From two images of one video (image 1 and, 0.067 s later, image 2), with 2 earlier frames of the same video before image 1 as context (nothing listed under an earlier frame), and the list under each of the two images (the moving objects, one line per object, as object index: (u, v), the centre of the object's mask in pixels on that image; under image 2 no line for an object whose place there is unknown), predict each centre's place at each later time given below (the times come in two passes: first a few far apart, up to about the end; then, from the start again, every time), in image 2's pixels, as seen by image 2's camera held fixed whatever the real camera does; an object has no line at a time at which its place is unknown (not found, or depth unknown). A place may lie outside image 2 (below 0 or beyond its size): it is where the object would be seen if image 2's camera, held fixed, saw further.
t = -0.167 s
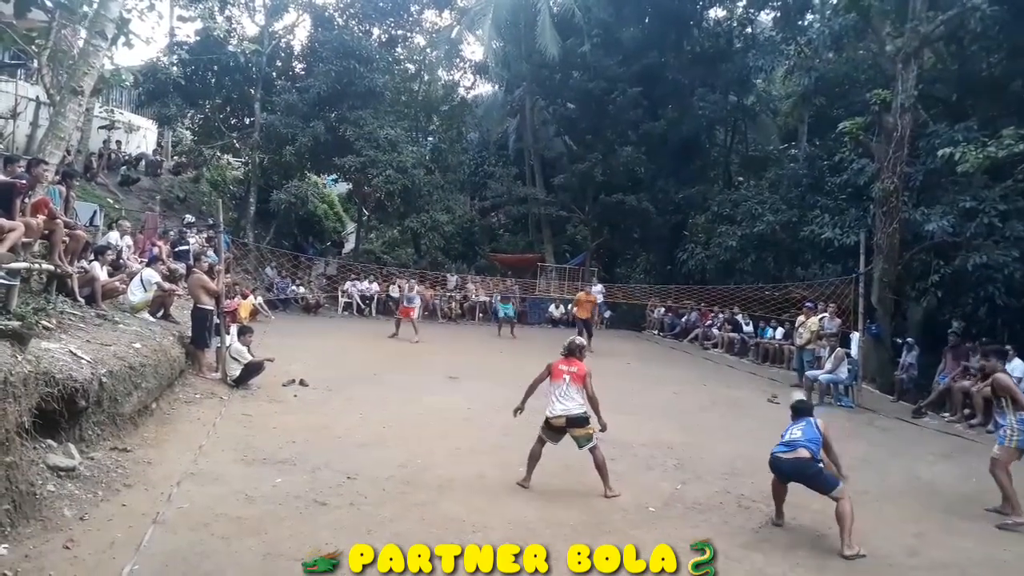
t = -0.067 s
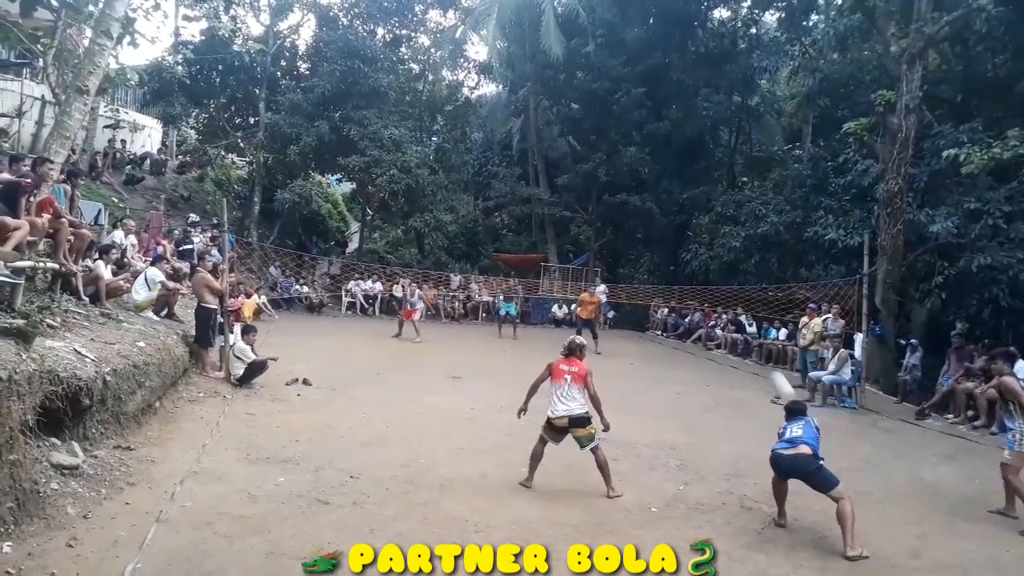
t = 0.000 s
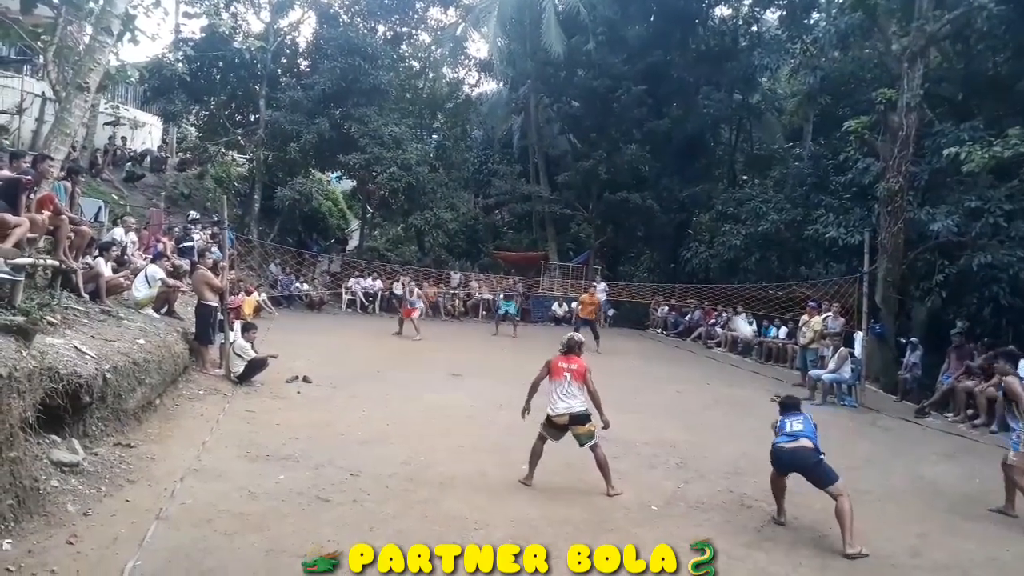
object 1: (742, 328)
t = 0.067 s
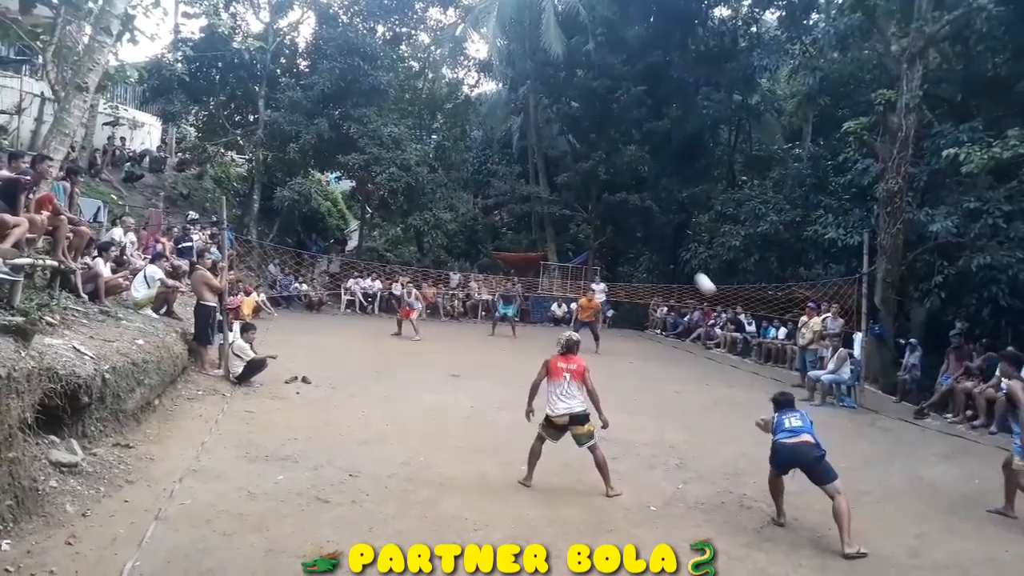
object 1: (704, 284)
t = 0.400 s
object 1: (580, 168)
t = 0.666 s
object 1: (519, 155)
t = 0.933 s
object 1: (475, 182)
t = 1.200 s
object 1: (443, 234)
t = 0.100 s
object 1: (688, 265)
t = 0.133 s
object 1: (672, 248)
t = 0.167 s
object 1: (659, 233)
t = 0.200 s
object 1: (645, 219)
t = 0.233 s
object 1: (632, 207)
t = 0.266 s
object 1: (621, 197)
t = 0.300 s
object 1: (610, 188)
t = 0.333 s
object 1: (599, 180)
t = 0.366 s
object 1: (590, 174)
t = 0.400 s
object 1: (580, 168)
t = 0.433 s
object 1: (571, 163)
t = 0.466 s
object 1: (563, 159)
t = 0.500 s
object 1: (555, 157)
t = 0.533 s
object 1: (548, 155)
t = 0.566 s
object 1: (540, 154)
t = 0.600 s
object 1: (533, 154)
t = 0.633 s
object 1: (526, 154)
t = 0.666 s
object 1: (519, 155)
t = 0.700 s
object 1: (513, 157)
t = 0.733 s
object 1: (507, 159)
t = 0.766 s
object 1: (501, 162)
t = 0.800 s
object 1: (496, 165)
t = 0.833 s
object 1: (490, 169)
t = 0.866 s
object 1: (485, 173)
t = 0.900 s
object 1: (480, 177)
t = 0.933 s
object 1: (475, 182)
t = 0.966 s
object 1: (471, 188)
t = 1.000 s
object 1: (467, 194)
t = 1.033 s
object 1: (463, 199)
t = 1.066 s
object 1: (458, 206)
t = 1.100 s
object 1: (454, 212)
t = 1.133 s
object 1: (450, 219)
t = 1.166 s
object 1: (447, 227)
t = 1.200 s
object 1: (443, 234)
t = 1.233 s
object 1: (439, 242)
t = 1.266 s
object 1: (436, 250)
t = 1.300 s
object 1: (432, 259)
